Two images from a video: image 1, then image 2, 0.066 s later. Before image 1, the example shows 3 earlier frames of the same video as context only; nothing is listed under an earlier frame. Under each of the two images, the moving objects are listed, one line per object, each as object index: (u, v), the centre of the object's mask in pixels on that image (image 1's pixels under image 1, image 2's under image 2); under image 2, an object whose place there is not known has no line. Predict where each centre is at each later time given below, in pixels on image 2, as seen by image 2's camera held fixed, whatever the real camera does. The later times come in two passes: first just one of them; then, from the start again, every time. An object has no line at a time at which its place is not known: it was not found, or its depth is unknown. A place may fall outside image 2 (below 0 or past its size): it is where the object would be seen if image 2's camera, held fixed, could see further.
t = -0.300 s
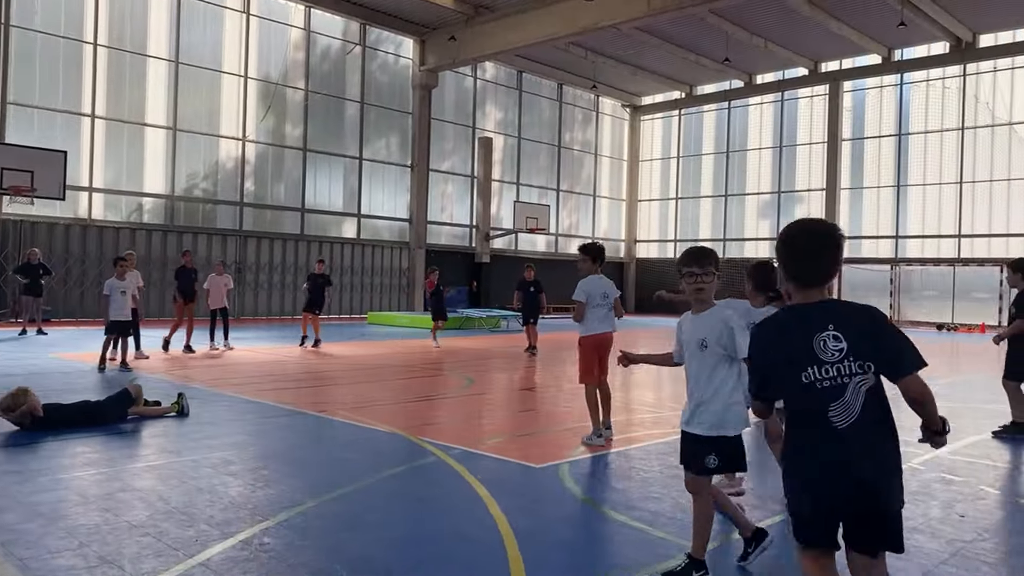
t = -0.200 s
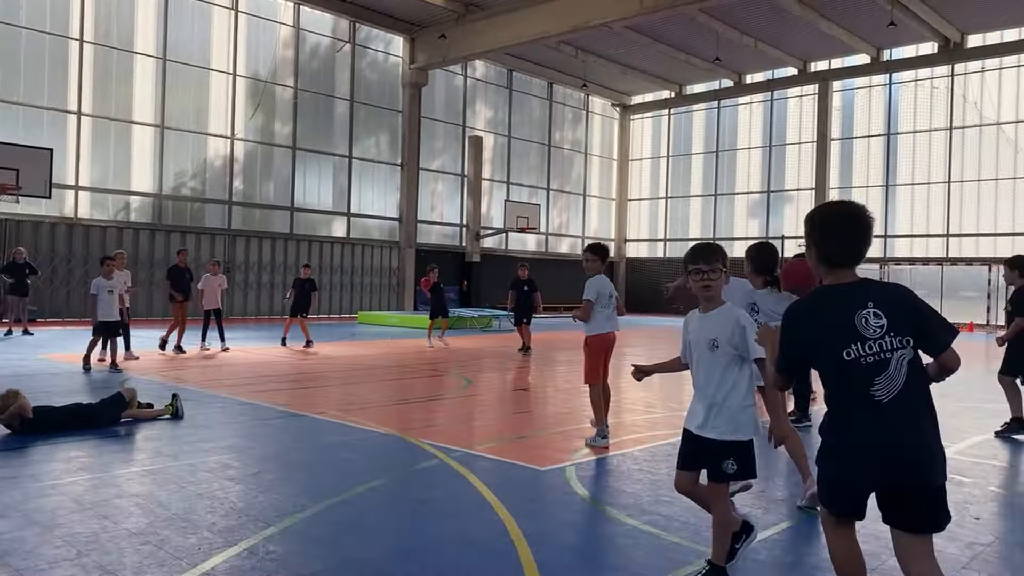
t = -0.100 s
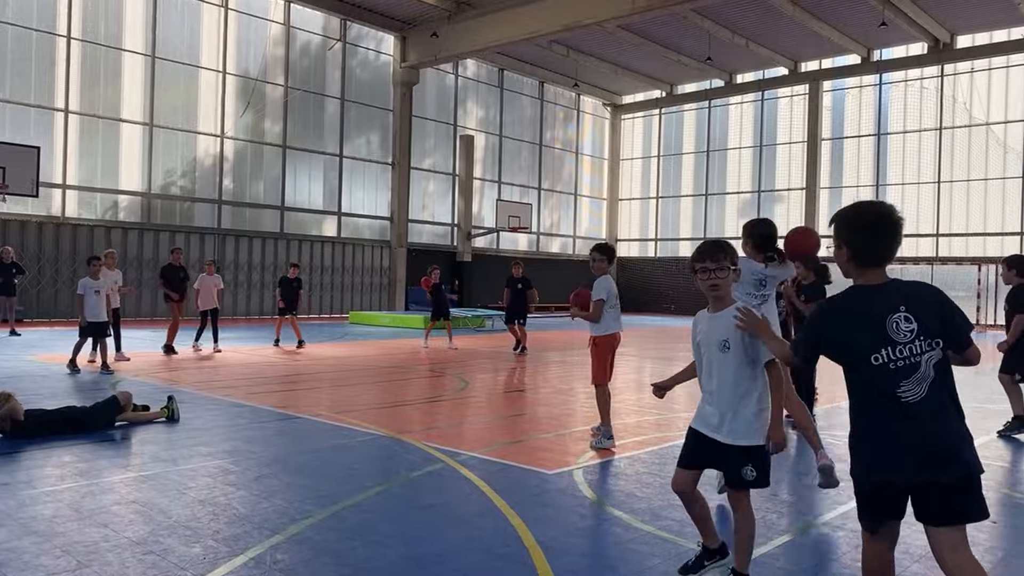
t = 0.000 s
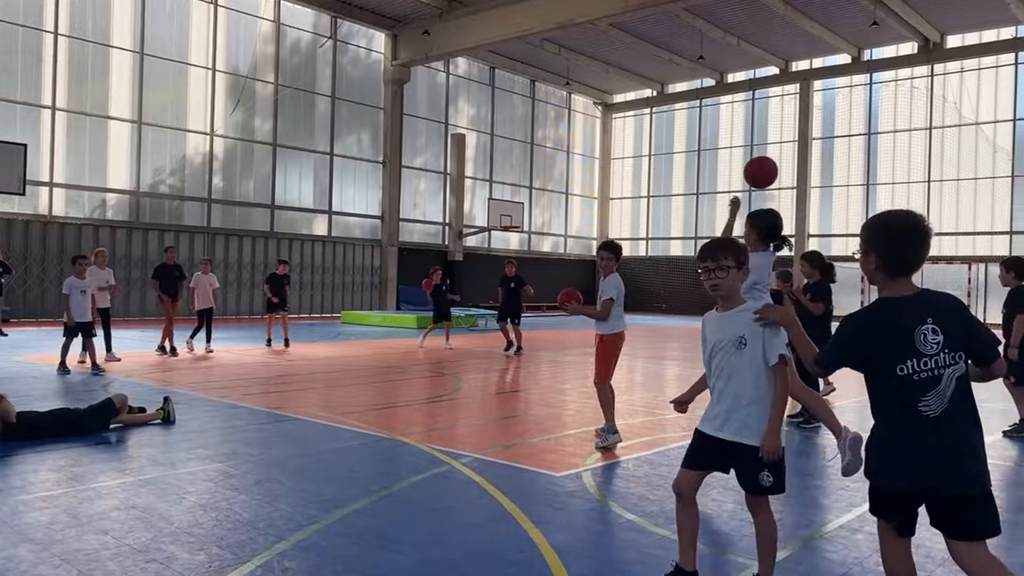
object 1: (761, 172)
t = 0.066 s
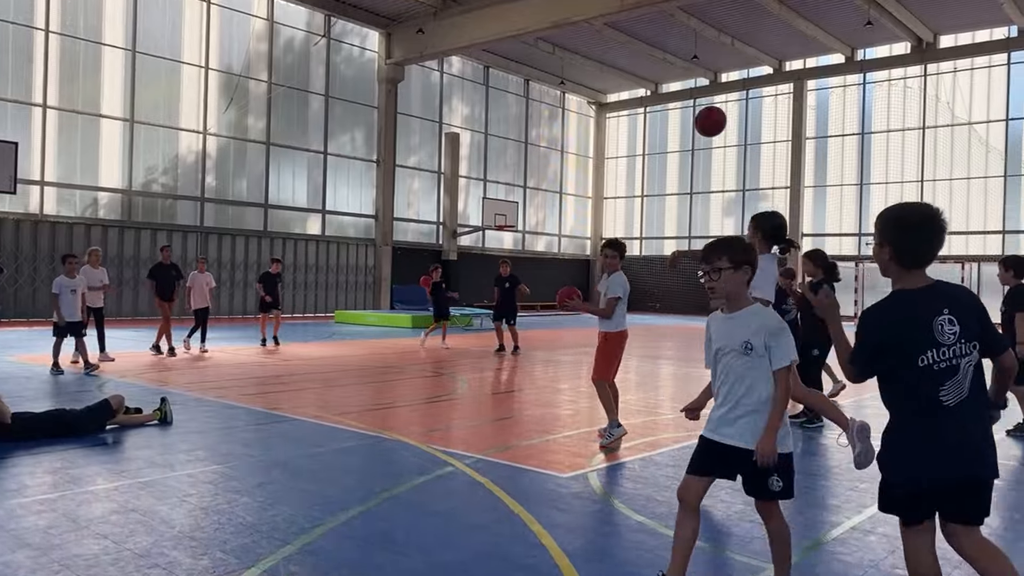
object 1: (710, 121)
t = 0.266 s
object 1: (597, 45)
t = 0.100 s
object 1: (688, 102)
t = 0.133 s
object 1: (667, 86)
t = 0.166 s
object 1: (648, 73)
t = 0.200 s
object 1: (630, 62)
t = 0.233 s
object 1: (613, 52)
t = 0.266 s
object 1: (597, 45)
